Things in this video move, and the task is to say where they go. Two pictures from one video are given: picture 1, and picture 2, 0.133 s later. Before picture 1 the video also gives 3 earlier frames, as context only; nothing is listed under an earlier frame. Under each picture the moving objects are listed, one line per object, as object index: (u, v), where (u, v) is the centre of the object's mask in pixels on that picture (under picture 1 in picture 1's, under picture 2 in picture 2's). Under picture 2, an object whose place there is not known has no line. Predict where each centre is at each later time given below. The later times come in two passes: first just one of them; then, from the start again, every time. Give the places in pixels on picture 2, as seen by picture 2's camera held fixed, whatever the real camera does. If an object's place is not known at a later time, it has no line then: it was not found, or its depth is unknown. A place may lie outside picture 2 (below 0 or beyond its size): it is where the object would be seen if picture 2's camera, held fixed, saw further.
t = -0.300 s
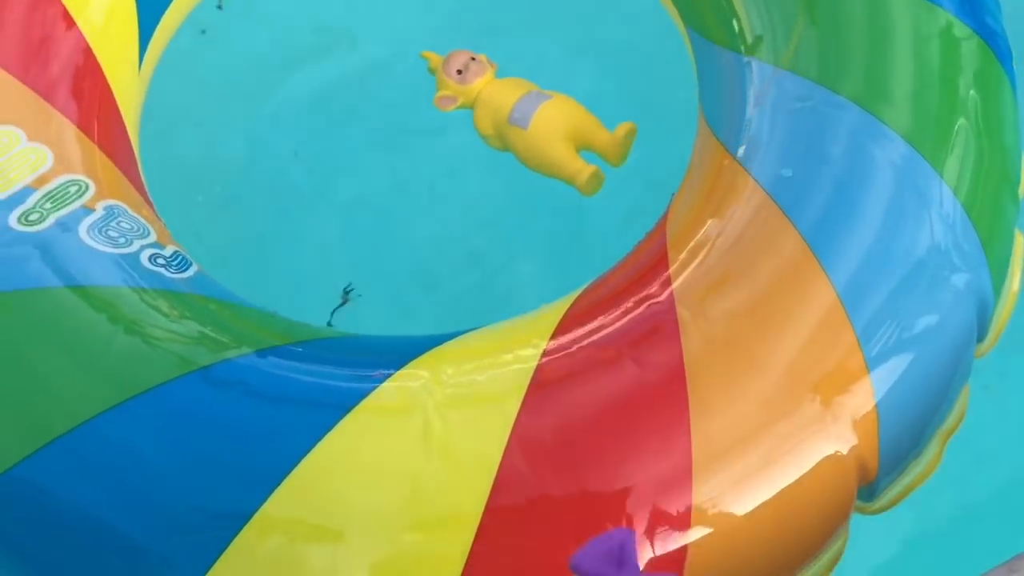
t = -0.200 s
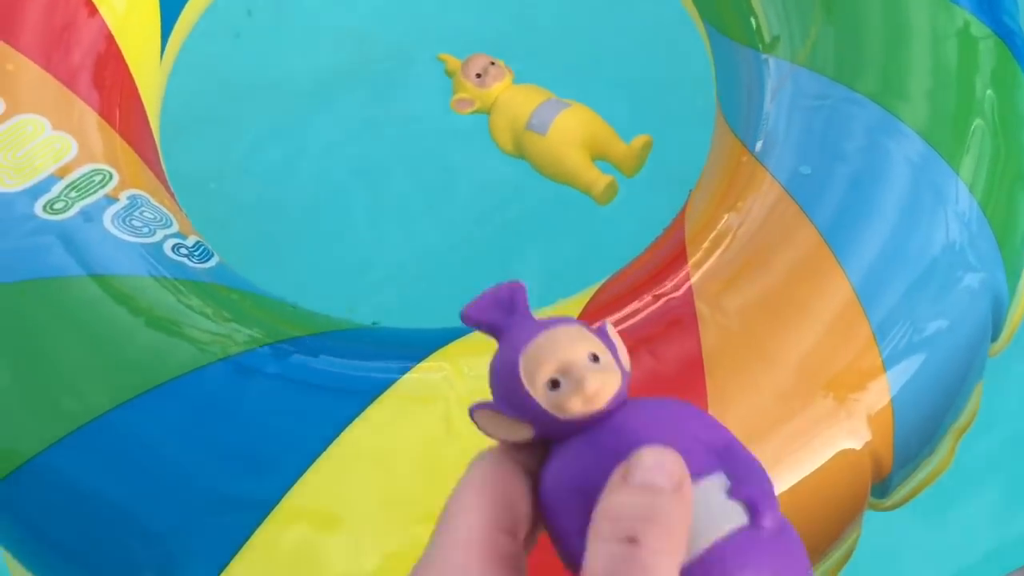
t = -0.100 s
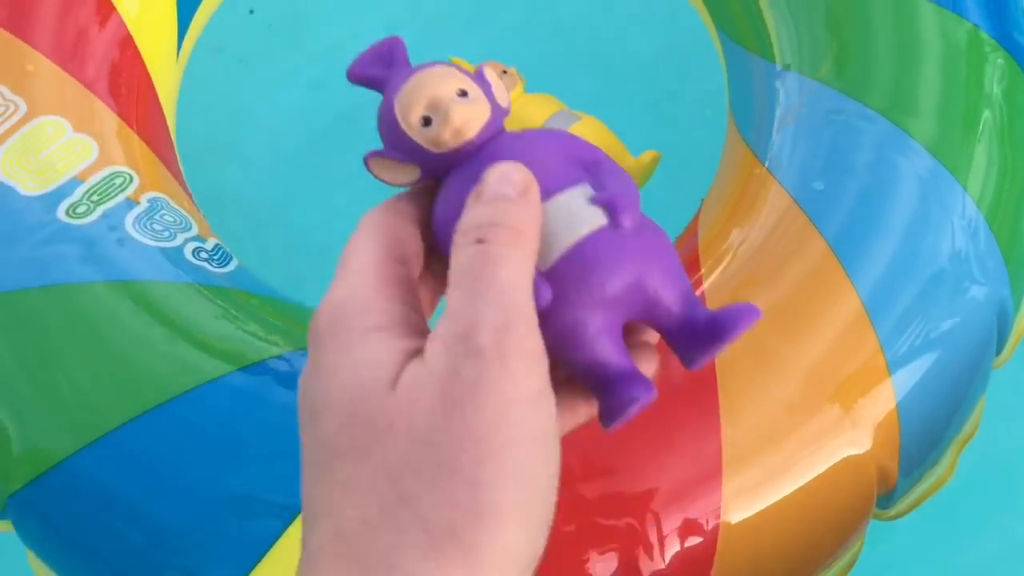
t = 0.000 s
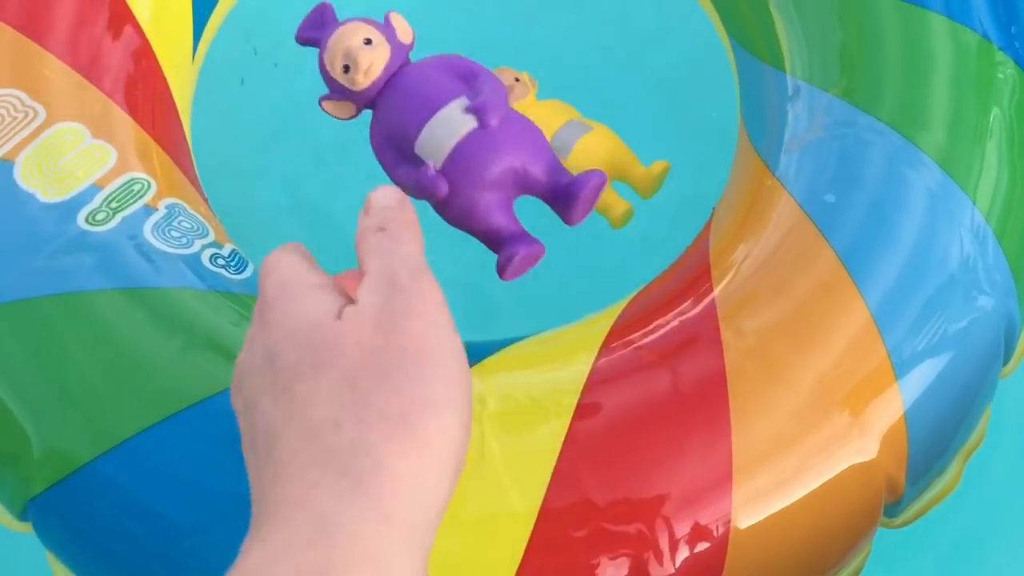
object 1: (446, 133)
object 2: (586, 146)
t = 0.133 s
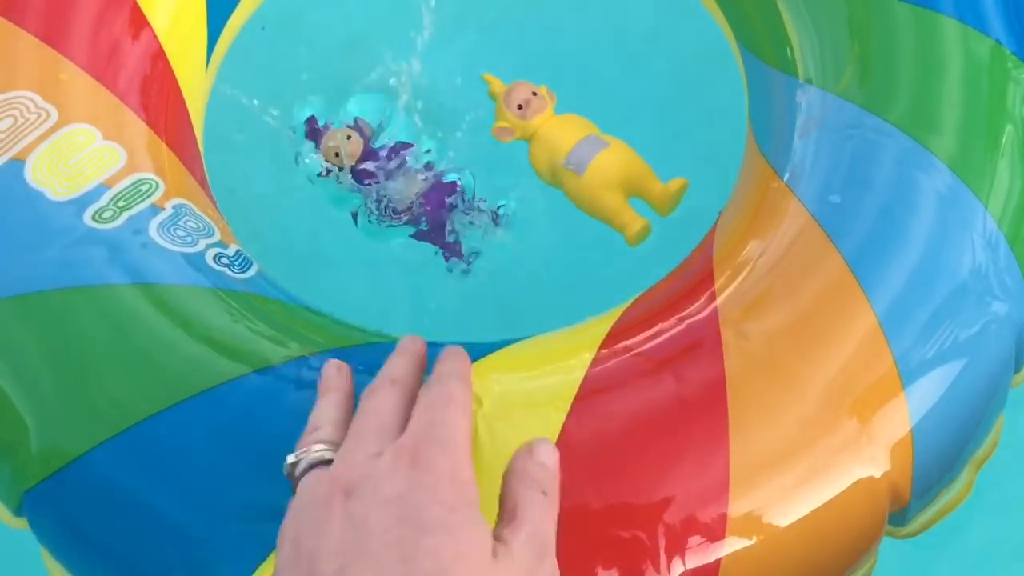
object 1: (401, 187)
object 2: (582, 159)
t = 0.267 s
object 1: (353, 118)
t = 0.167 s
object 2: (588, 157)
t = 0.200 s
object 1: (384, 166)
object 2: (589, 153)
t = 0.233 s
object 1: (368, 143)
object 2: (590, 150)
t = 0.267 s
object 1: (353, 118)
